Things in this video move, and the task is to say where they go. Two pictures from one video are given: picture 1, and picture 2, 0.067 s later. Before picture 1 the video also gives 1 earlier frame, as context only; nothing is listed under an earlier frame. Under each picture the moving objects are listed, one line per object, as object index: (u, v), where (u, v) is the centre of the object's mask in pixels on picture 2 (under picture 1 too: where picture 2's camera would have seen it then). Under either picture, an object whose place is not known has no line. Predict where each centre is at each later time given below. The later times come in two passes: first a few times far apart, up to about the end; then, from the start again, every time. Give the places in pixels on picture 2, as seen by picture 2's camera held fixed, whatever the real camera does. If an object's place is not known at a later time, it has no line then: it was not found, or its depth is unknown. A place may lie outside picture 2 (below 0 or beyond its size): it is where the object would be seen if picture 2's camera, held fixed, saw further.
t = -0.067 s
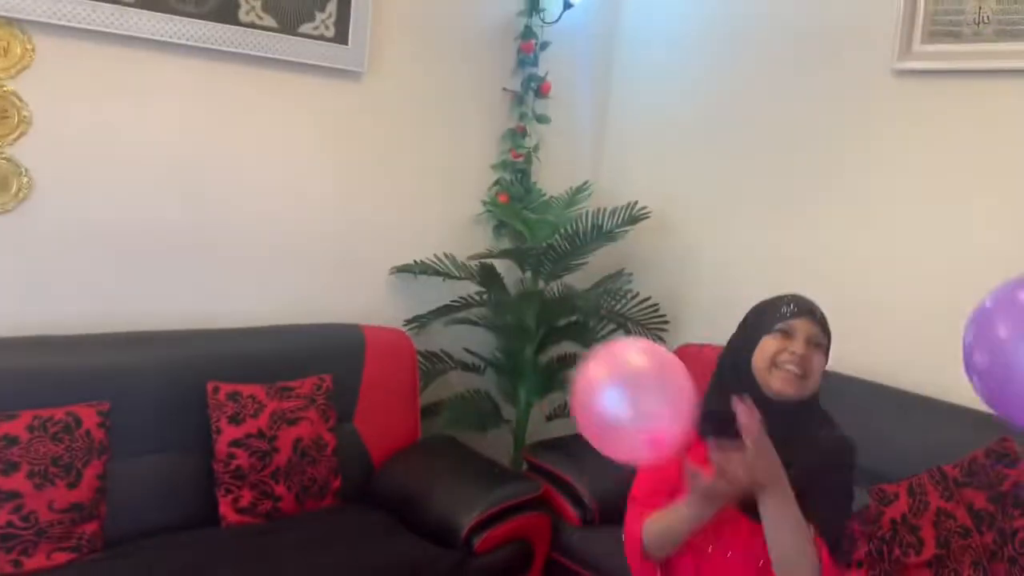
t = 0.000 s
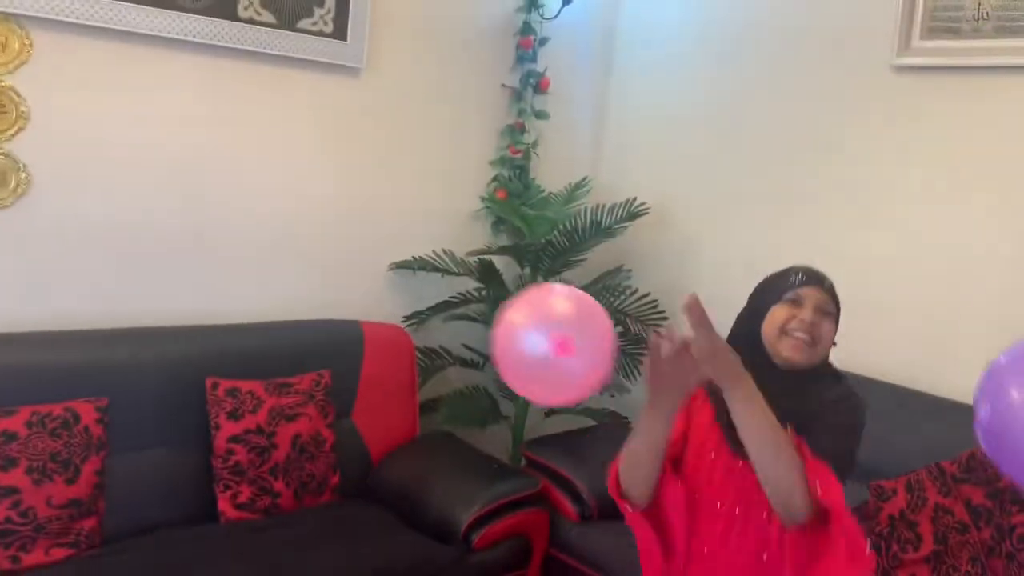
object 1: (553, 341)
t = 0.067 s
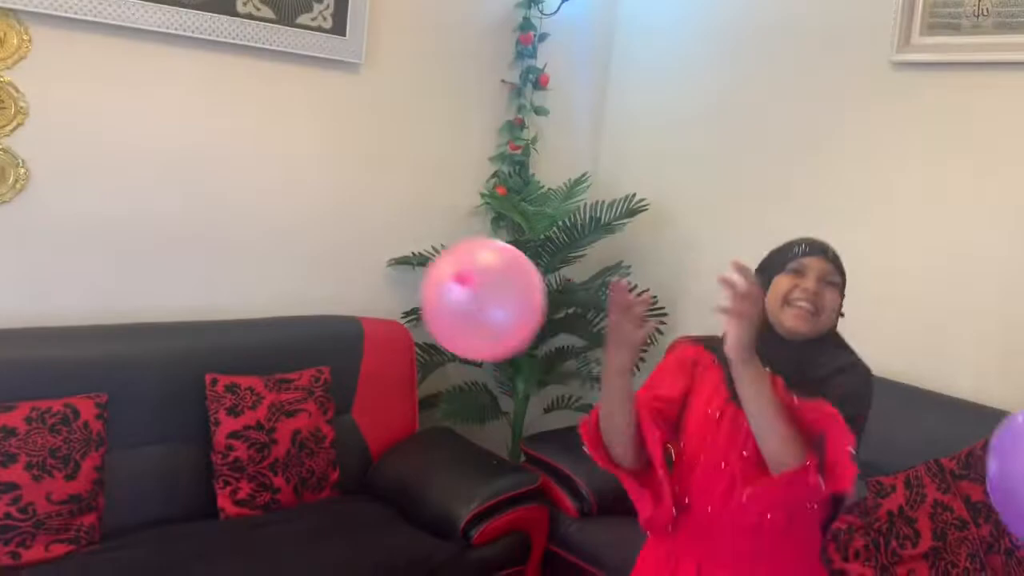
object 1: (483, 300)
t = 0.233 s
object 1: (343, 223)
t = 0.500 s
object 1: (213, 194)
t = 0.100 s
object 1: (451, 282)
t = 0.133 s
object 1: (421, 265)
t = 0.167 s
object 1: (393, 248)
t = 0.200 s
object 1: (367, 235)
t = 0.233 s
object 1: (343, 223)
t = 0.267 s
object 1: (321, 213)
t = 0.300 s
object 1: (301, 204)
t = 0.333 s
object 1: (282, 198)
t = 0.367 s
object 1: (266, 194)
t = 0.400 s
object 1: (250, 191)
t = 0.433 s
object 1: (237, 191)
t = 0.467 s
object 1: (224, 192)
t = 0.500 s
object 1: (213, 194)
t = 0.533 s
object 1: (203, 197)
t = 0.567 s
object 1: (193, 202)
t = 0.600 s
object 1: (184, 208)
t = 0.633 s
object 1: (175, 215)
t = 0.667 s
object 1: (168, 223)
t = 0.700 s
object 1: (160, 231)
